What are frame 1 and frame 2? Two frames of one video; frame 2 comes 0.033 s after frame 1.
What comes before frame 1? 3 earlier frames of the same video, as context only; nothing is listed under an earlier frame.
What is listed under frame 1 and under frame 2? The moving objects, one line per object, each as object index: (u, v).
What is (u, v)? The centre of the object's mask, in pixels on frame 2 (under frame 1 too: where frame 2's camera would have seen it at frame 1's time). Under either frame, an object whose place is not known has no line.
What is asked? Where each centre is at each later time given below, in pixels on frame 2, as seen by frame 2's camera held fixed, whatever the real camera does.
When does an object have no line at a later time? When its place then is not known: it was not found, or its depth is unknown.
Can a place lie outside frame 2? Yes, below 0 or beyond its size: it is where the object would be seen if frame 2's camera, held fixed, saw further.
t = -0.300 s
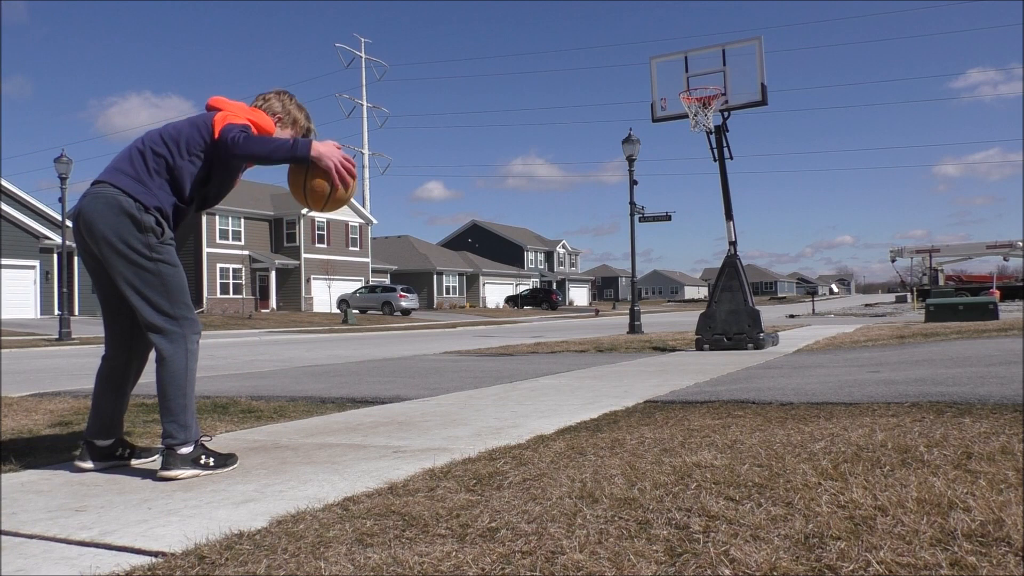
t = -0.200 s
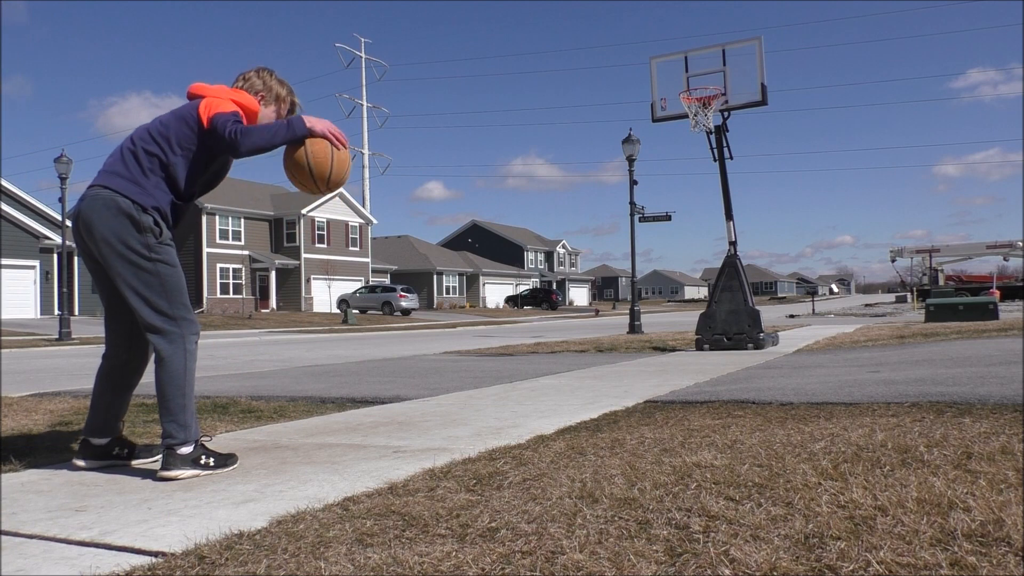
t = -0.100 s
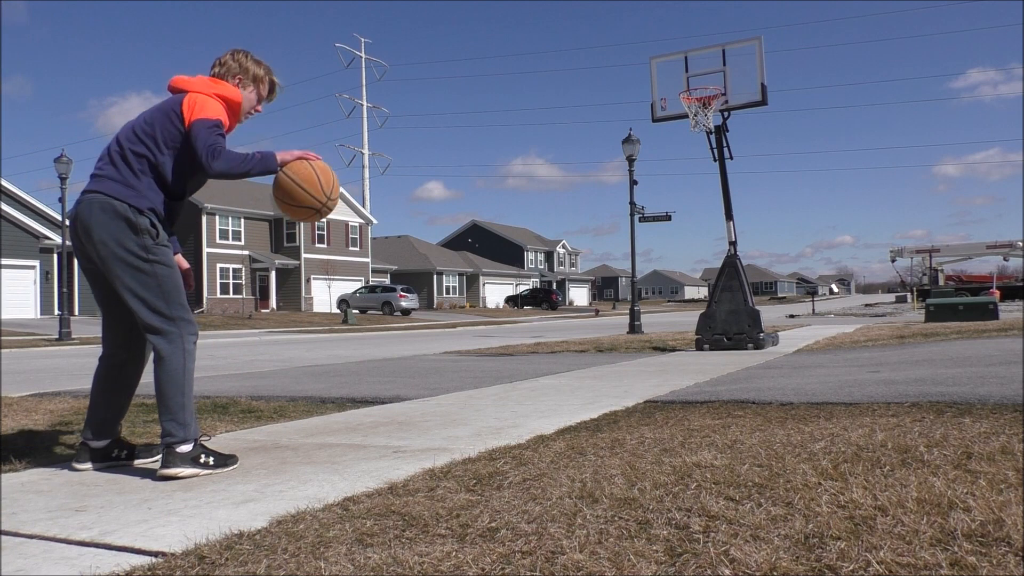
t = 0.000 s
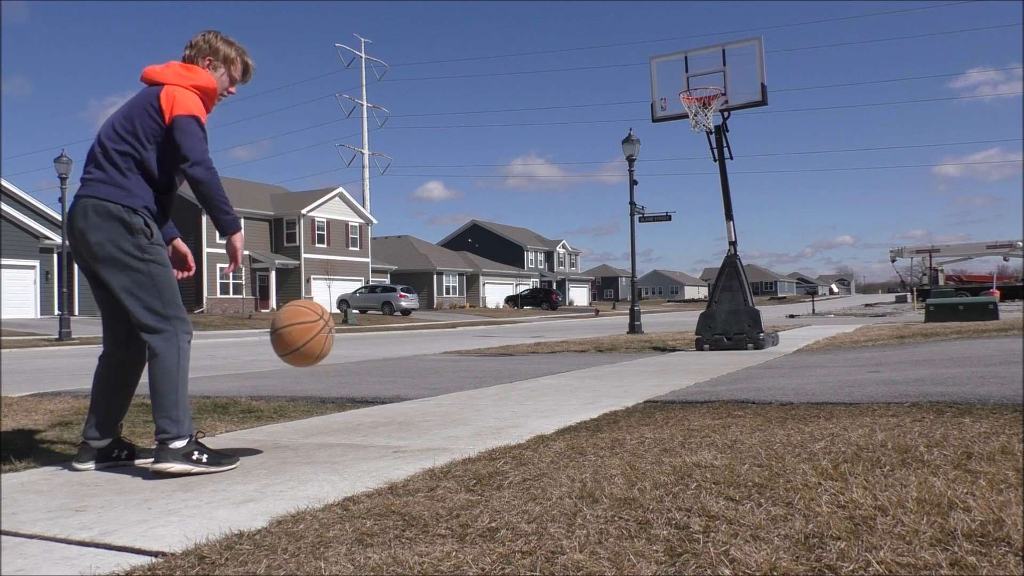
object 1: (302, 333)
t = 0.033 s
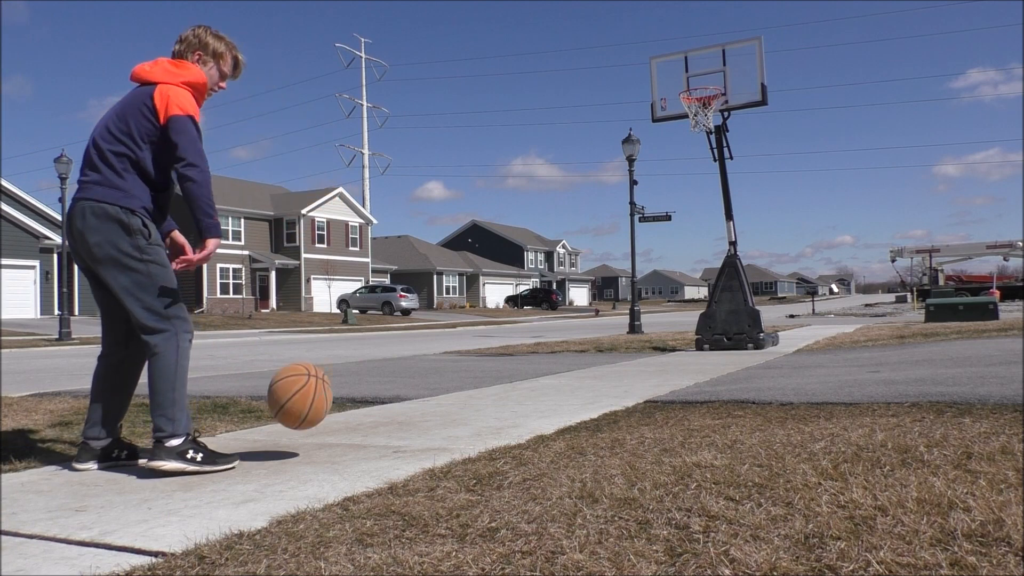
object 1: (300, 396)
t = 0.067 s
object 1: (293, 416)
